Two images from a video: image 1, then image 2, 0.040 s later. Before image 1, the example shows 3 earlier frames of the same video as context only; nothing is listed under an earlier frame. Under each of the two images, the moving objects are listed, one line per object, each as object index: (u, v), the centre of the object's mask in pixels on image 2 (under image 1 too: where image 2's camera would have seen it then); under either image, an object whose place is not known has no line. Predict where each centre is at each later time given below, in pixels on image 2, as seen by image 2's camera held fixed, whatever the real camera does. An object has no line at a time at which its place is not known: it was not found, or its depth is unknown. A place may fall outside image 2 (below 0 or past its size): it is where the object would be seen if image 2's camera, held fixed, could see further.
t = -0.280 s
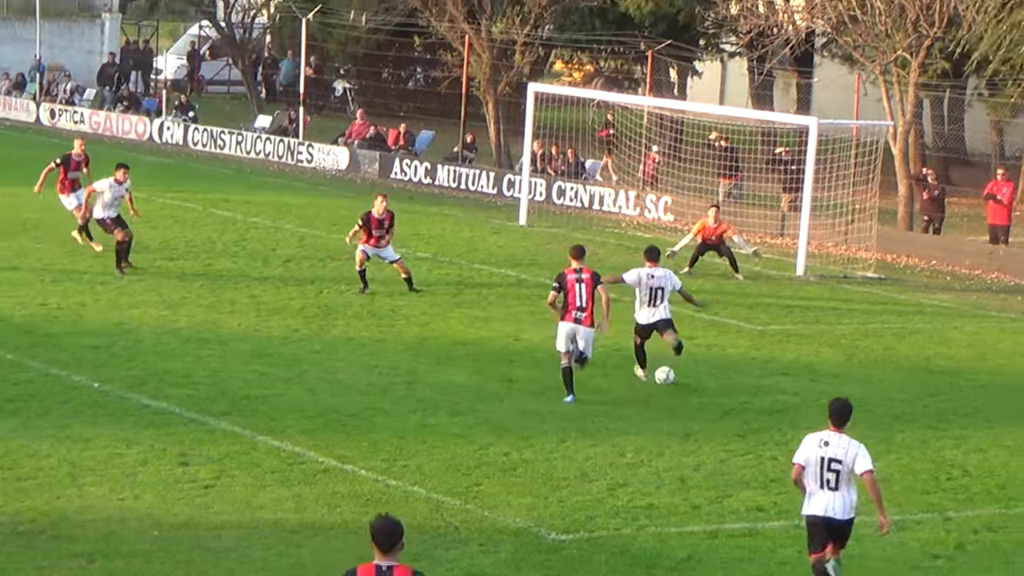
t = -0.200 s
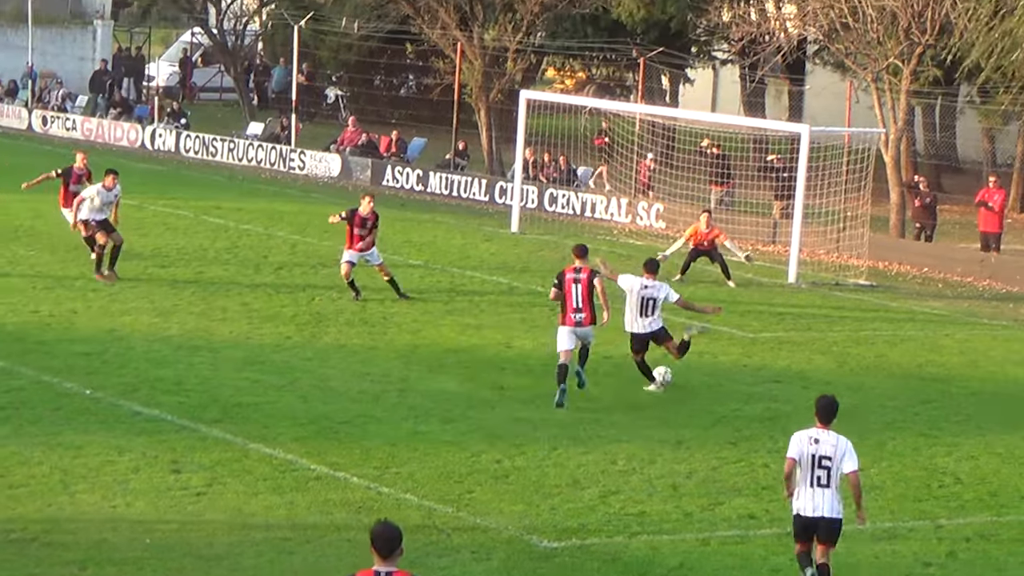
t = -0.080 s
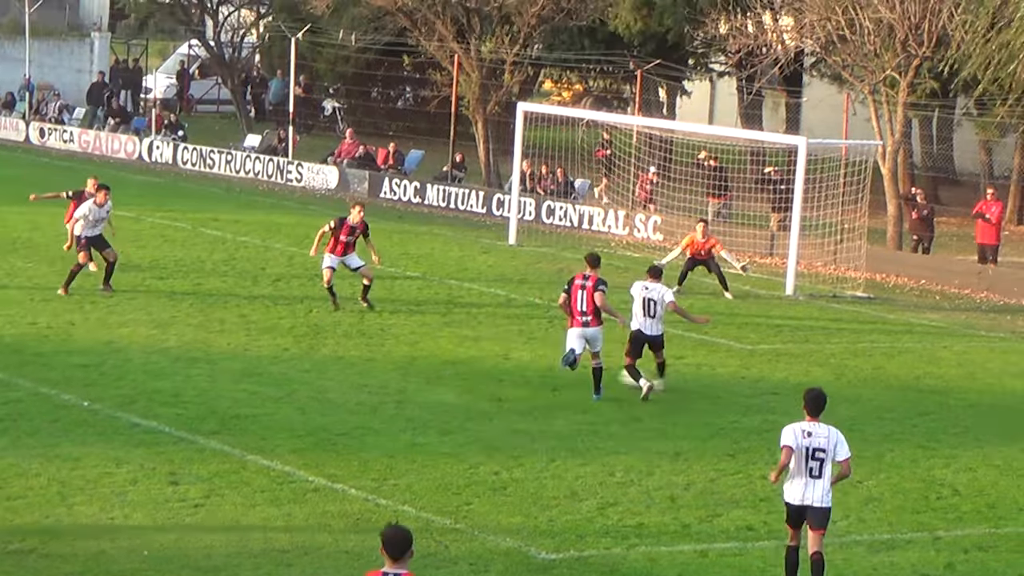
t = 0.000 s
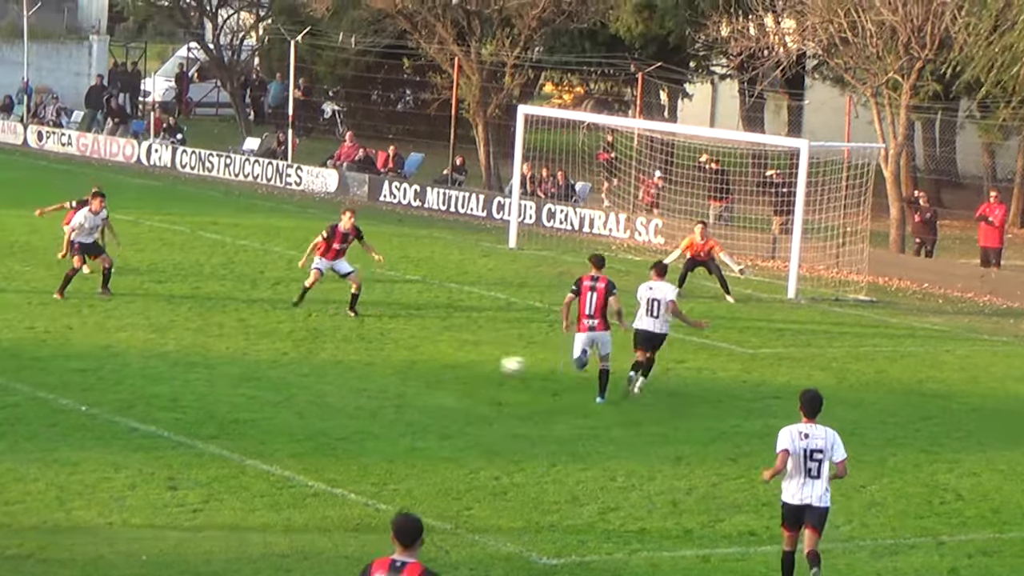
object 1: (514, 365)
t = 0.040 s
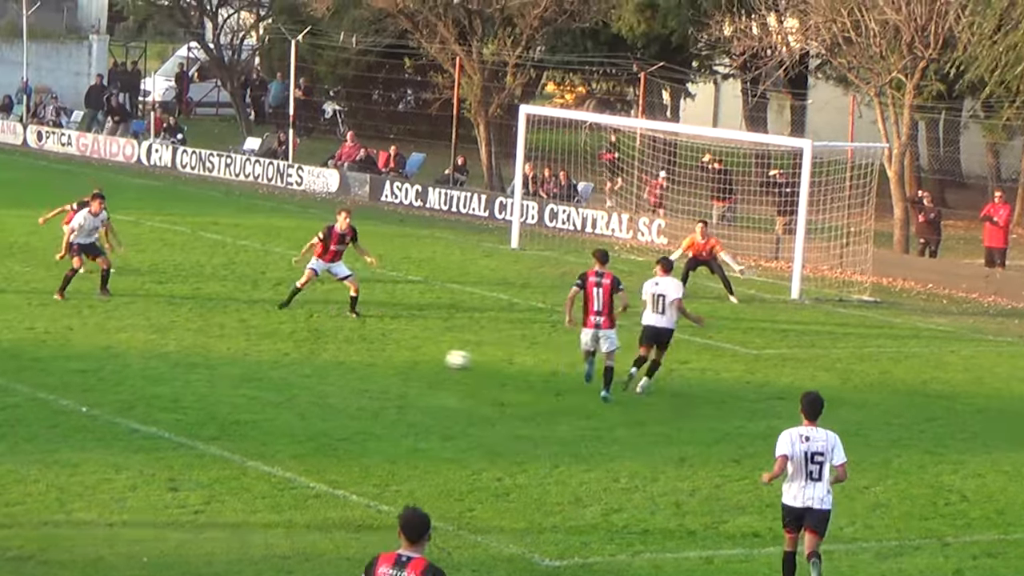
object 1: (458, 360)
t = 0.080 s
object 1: (400, 354)
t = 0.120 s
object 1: (348, 347)
